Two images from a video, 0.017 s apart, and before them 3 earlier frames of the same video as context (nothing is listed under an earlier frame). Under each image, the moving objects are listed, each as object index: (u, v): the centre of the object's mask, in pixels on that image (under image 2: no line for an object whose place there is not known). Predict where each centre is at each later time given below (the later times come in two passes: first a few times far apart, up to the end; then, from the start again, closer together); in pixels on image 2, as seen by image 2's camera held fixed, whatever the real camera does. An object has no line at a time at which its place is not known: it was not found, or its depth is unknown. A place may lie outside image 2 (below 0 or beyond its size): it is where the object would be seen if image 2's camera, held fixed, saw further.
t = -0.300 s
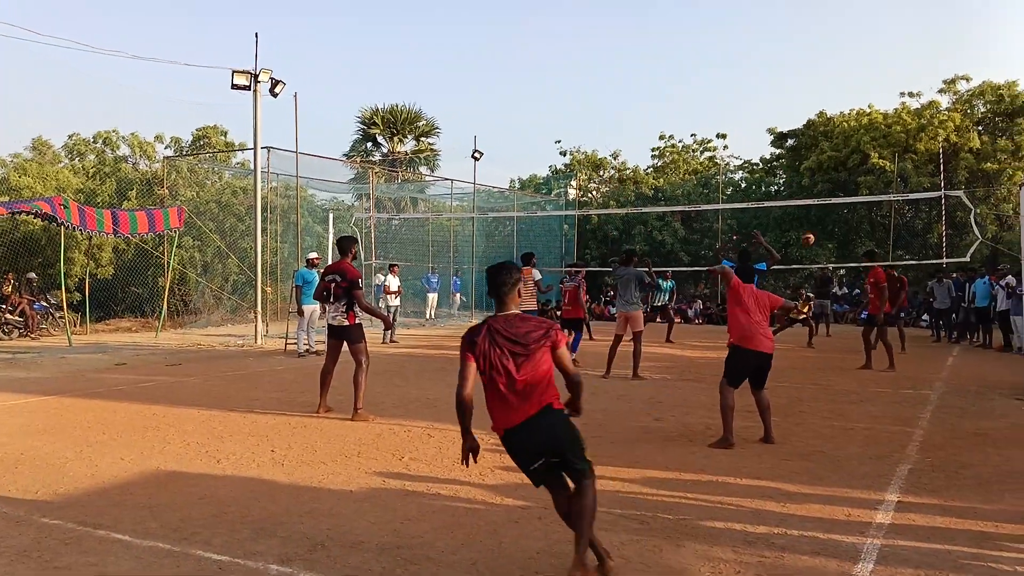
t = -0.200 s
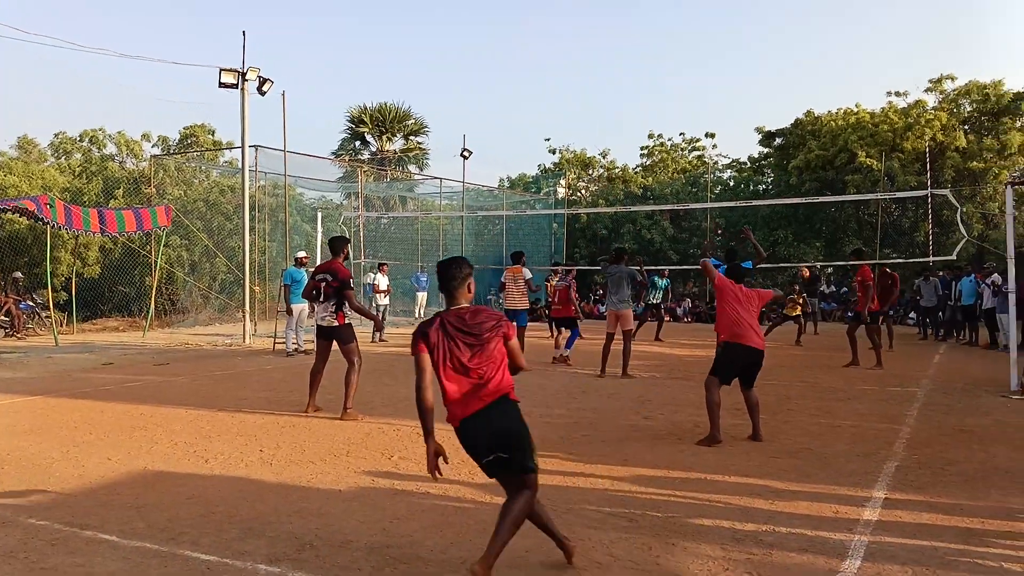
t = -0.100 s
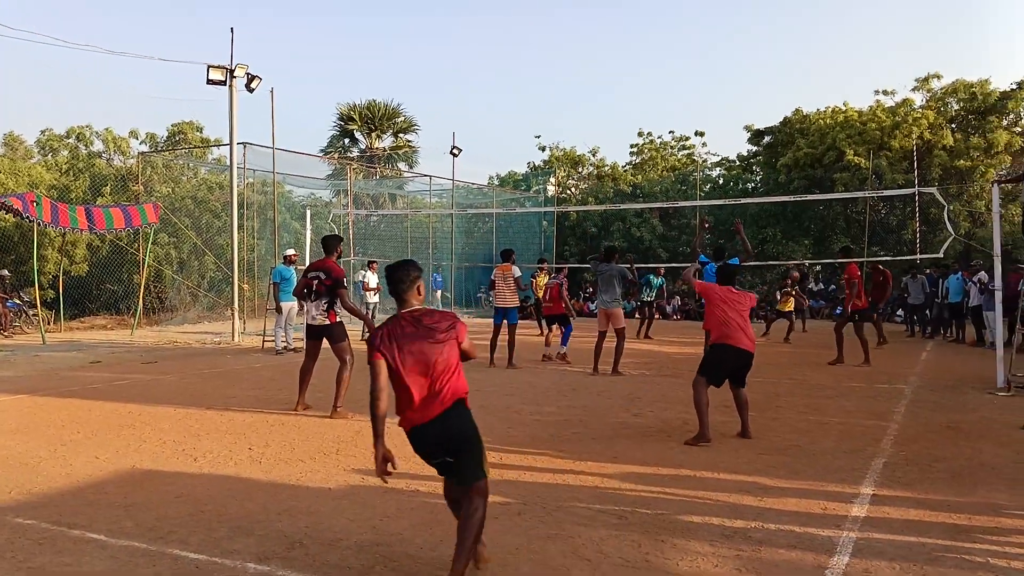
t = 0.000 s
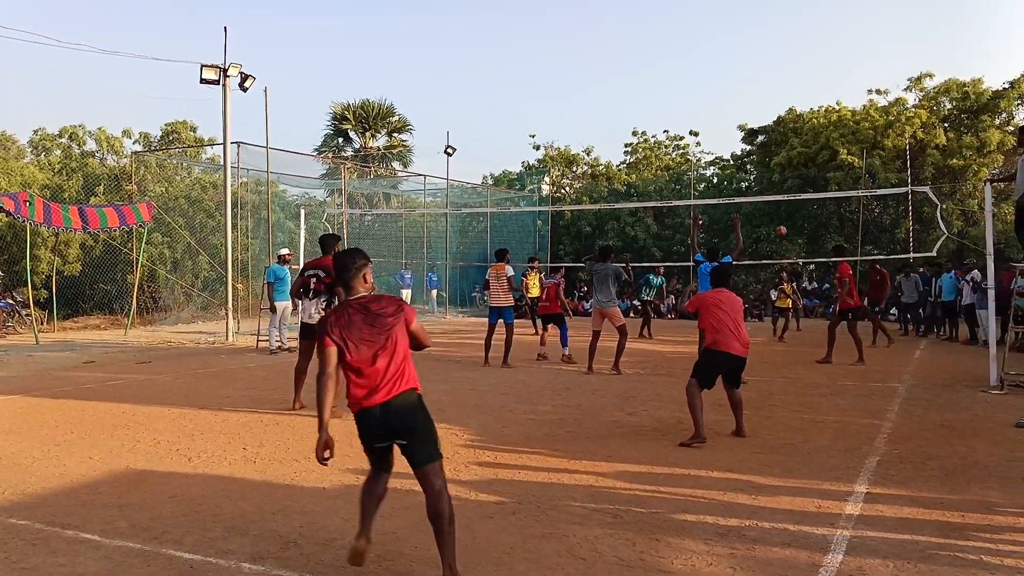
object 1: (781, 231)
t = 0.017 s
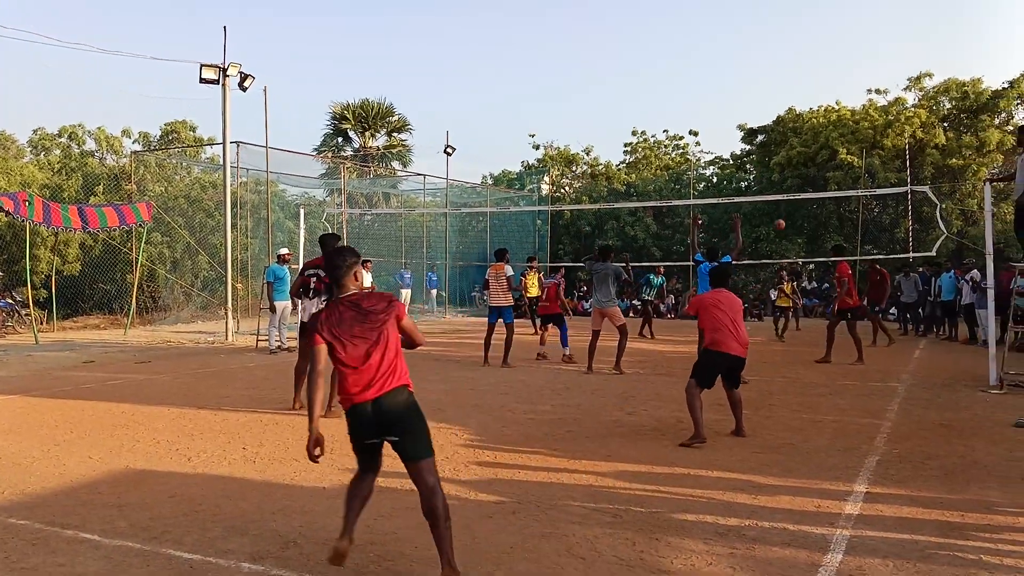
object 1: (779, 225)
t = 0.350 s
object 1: (757, 114)
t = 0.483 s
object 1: (748, 85)
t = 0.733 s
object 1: (731, 52)
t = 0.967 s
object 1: (715, 49)
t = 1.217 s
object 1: (697, 76)
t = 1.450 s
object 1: (680, 128)
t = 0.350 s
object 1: (757, 114)
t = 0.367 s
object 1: (756, 110)
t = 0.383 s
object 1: (755, 106)
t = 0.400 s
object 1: (754, 102)
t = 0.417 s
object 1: (752, 98)
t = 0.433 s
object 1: (751, 95)
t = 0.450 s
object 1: (750, 91)
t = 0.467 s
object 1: (749, 88)
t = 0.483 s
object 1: (748, 85)
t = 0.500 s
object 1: (747, 82)
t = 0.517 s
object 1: (746, 79)
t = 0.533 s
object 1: (745, 76)
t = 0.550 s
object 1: (744, 73)
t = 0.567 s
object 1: (743, 70)
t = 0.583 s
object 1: (742, 68)
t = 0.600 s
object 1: (740, 66)
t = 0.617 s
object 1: (739, 64)
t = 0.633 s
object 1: (738, 62)
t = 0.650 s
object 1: (737, 60)
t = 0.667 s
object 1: (736, 58)
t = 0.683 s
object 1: (735, 56)
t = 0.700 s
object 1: (734, 55)
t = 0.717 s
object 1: (733, 53)
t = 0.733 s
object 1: (731, 52)
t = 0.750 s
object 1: (730, 51)
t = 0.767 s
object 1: (729, 50)
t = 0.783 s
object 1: (728, 49)
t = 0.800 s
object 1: (727, 49)
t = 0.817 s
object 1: (726, 48)
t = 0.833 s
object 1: (725, 48)
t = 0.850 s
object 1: (724, 47)
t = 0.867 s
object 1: (722, 47)
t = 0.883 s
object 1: (721, 47)
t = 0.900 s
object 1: (720, 47)
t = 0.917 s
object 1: (719, 48)
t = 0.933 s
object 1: (717, 48)
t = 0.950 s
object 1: (716, 49)
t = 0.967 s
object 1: (715, 49)
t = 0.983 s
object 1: (714, 50)
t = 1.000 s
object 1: (713, 51)
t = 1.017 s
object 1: (712, 52)
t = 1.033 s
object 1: (710, 53)
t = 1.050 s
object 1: (710, 54)
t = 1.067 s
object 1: (708, 56)
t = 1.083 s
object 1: (707, 57)
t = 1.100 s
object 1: (705, 59)
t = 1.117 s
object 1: (705, 61)
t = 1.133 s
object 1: (703, 64)
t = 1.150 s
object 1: (702, 66)
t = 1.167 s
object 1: (701, 68)
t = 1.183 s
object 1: (700, 70)
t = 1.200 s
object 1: (699, 73)
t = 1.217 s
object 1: (697, 76)
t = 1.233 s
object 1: (696, 79)
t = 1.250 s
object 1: (695, 82)
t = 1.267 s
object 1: (694, 85)
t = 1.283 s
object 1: (693, 88)
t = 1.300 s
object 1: (691, 92)
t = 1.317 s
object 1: (690, 95)
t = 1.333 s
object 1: (689, 99)
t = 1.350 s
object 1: (687, 103)
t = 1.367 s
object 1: (686, 106)
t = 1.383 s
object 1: (685, 110)
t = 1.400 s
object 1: (684, 115)
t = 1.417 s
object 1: (682, 119)
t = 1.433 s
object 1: (681, 124)
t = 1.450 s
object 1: (680, 128)
